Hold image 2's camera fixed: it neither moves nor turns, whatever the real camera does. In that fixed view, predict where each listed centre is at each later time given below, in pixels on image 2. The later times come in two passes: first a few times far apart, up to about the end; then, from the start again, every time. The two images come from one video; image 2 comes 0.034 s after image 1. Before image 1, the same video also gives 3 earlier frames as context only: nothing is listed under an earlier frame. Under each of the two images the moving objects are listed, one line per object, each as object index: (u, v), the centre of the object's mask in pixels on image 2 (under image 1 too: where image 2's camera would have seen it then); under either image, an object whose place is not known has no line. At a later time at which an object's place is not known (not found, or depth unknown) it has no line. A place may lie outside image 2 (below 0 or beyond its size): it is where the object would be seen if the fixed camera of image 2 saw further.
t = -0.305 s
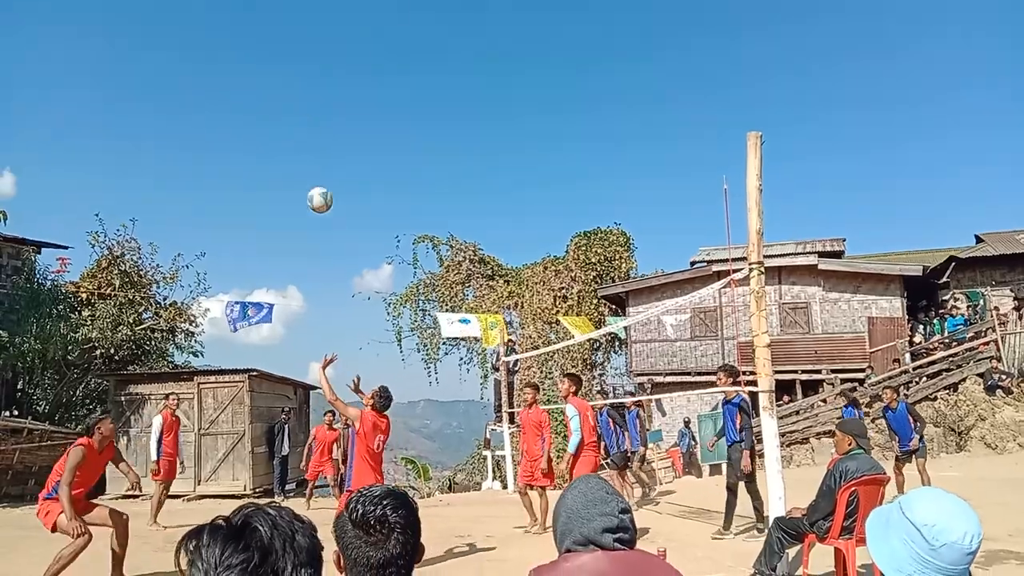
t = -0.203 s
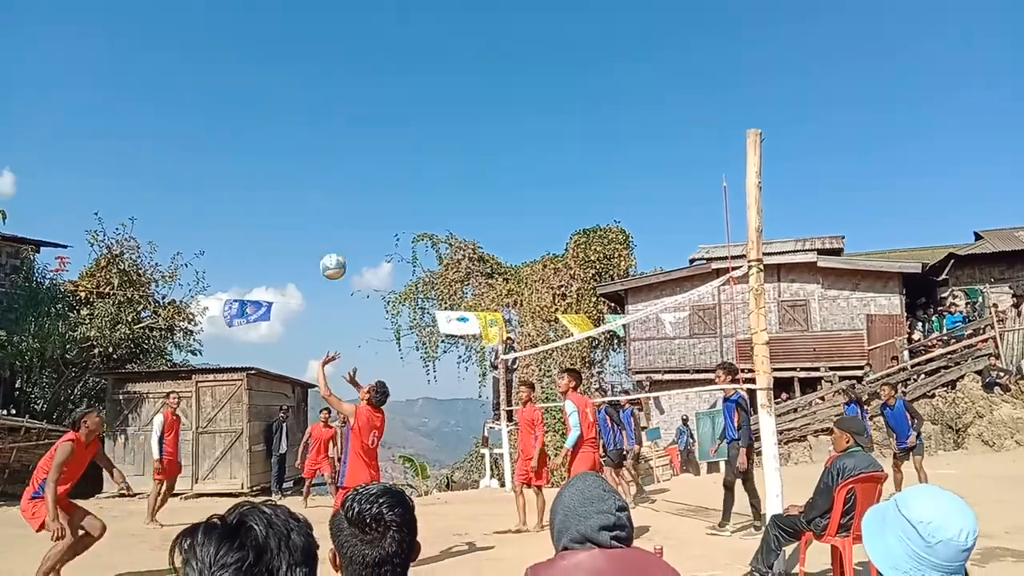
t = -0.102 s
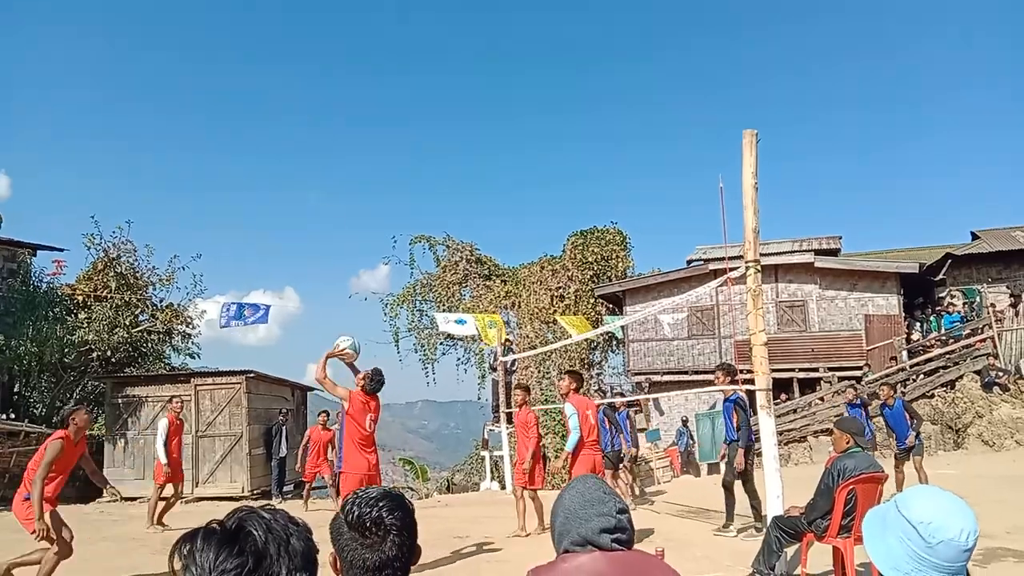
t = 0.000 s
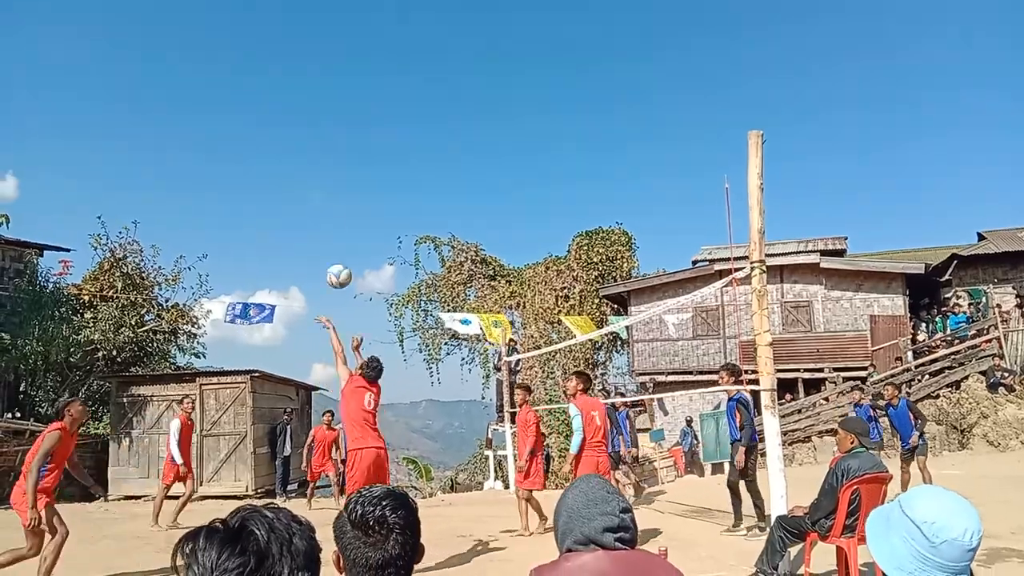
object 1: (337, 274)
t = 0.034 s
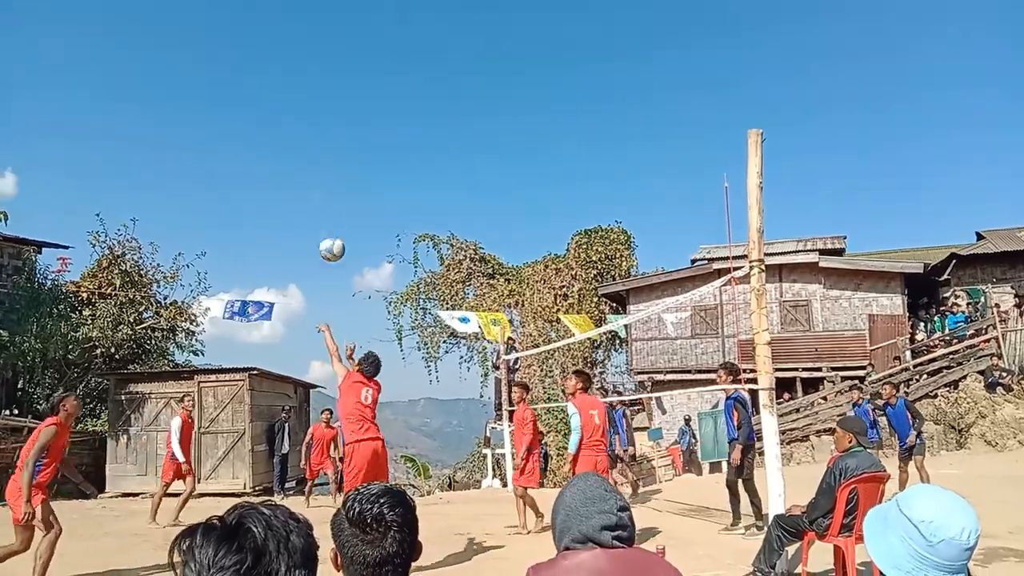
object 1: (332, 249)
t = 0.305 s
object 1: (292, 106)
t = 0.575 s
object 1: (259, 50)
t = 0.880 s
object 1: (220, 77)
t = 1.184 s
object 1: (187, 185)
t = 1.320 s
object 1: (172, 256)
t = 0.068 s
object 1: (326, 226)
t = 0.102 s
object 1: (321, 205)
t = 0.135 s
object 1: (316, 184)
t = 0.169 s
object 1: (311, 165)
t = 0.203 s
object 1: (305, 148)
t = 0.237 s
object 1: (301, 132)
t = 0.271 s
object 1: (296, 118)
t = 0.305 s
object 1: (292, 106)
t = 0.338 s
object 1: (287, 95)
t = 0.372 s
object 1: (283, 85)
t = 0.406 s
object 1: (279, 76)
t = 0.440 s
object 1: (274, 68)
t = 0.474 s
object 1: (270, 62)
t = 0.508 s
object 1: (267, 58)
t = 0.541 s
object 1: (263, 53)
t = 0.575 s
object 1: (259, 50)
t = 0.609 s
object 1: (255, 48)
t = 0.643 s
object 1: (247, 47)
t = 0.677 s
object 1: (244, 48)
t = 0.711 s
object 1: (240, 50)
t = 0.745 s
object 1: (236, 54)
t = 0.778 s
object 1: (232, 58)
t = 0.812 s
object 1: (227, 63)
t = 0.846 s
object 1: (223, 69)
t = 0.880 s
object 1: (220, 77)
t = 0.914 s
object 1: (216, 86)
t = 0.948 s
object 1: (214, 95)
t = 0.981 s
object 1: (211, 105)
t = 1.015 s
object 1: (206, 115)
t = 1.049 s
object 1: (201, 127)
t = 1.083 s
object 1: (197, 140)
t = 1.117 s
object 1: (194, 153)
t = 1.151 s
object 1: (191, 168)
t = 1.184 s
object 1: (187, 185)
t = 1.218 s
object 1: (183, 201)
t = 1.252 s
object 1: (179, 219)
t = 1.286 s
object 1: (175, 237)
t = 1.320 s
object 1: (172, 256)
